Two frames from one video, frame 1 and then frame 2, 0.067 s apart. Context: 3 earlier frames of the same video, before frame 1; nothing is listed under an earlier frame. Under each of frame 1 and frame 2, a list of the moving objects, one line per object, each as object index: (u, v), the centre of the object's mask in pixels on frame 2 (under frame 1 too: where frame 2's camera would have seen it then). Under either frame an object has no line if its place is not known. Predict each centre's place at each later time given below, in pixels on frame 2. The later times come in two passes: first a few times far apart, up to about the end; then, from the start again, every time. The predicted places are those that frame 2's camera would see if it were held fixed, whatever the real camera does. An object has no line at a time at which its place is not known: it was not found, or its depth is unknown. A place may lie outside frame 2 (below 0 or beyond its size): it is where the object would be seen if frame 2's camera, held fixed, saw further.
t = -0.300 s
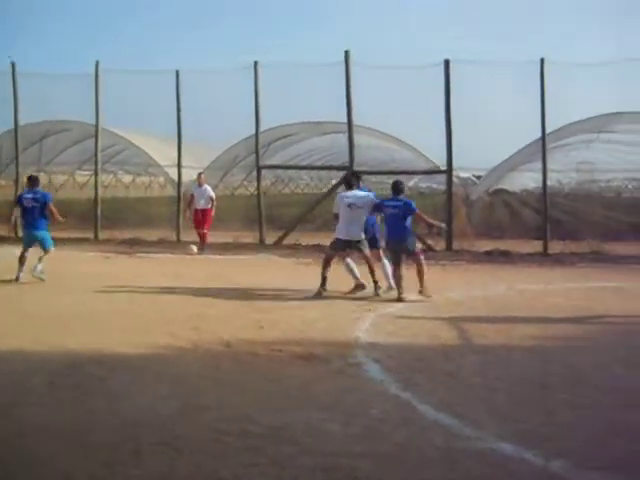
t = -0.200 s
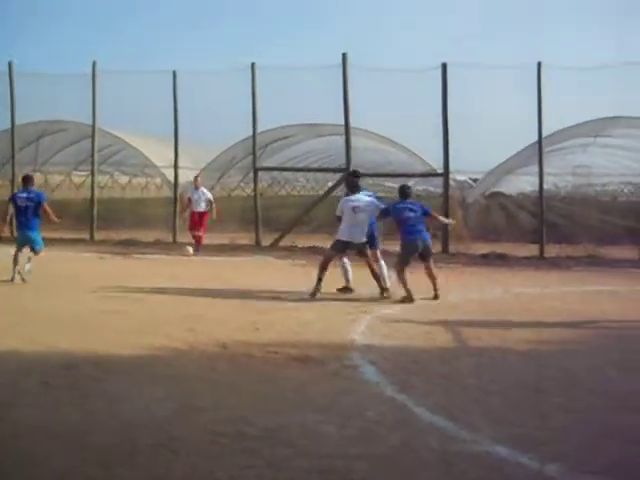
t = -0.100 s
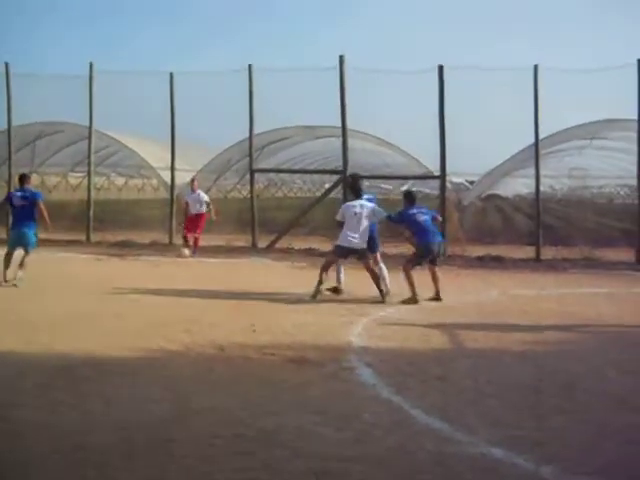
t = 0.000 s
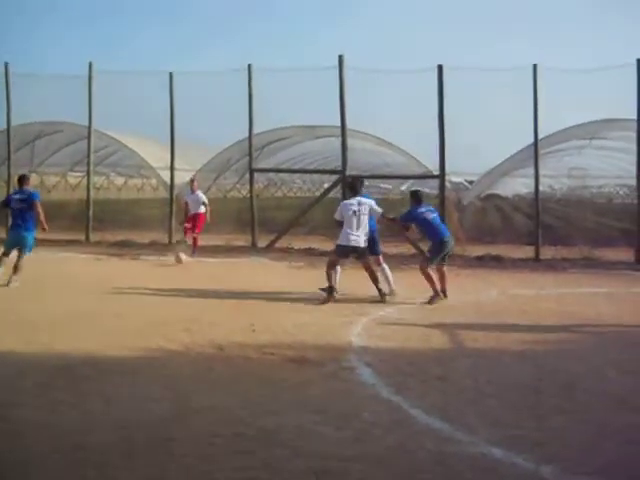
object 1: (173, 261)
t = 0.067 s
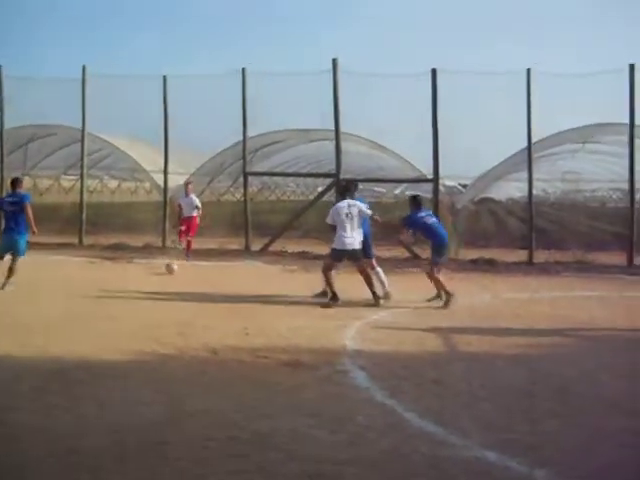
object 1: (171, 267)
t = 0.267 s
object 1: (165, 281)
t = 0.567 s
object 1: (166, 312)
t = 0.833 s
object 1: (168, 351)
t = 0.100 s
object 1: (170, 268)
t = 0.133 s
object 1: (169, 268)
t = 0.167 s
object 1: (168, 269)
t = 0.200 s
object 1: (167, 271)
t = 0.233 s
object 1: (166, 273)
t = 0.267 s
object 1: (165, 281)
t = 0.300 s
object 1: (165, 287)
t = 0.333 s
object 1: (165, 287)
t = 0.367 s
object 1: (165, 288)
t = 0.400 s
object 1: (165, 292)
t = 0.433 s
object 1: (165, 293)
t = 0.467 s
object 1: (168, 297)
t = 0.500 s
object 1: (167, 304)
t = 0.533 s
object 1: (166, 310)
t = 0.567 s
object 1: (166, 312)
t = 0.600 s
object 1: (167, 313)
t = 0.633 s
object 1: (167, 315)
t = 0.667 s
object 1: (168, 318)
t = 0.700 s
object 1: (168, 323)
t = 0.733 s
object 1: (169, 329)
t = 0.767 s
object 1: (169, 338)
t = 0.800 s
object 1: (167, 350)
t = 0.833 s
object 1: (168, 351)
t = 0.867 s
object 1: (167, 351)
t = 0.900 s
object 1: (168, 353)
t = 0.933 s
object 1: (168, 358)
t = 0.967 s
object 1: (168, 363)
